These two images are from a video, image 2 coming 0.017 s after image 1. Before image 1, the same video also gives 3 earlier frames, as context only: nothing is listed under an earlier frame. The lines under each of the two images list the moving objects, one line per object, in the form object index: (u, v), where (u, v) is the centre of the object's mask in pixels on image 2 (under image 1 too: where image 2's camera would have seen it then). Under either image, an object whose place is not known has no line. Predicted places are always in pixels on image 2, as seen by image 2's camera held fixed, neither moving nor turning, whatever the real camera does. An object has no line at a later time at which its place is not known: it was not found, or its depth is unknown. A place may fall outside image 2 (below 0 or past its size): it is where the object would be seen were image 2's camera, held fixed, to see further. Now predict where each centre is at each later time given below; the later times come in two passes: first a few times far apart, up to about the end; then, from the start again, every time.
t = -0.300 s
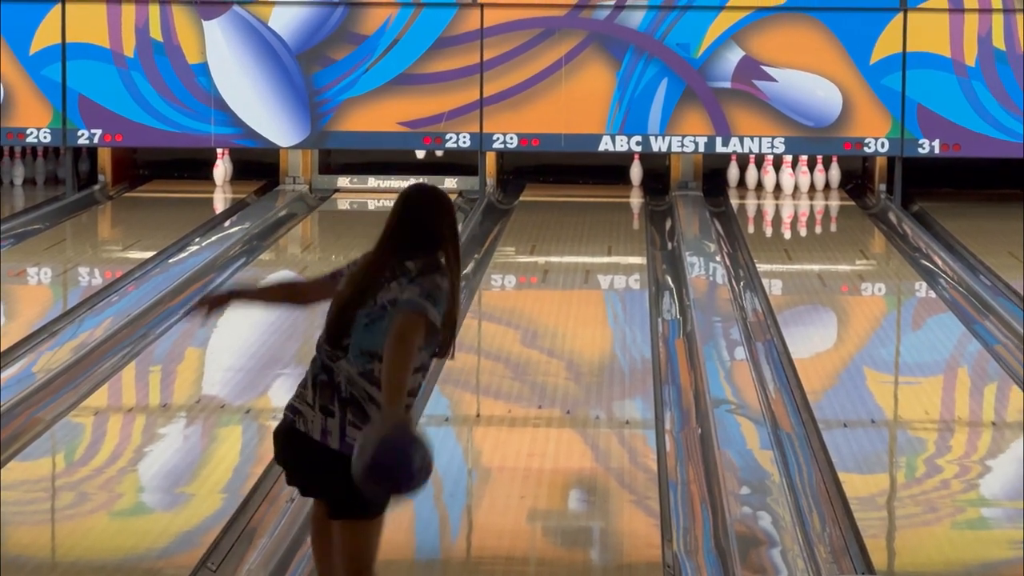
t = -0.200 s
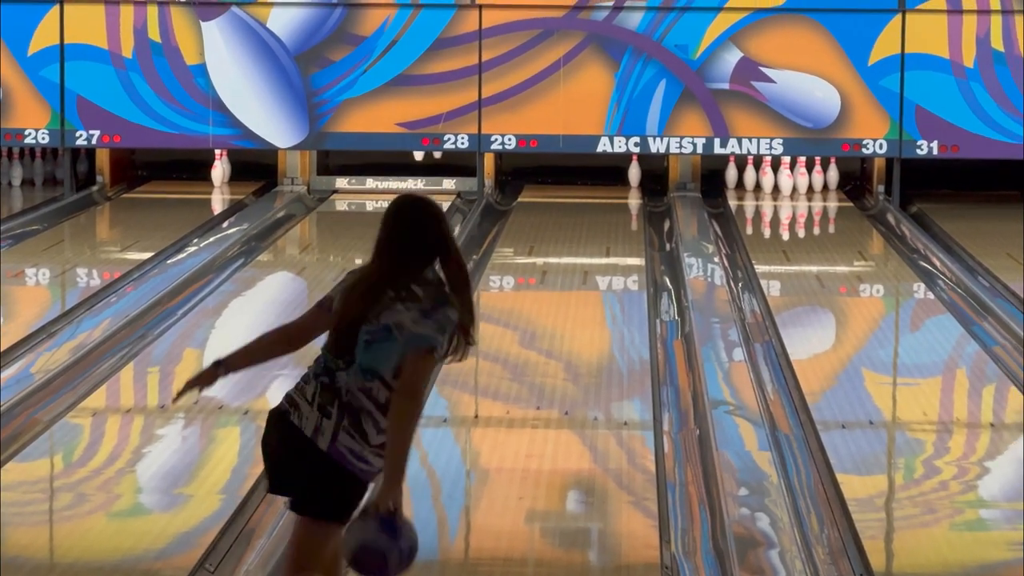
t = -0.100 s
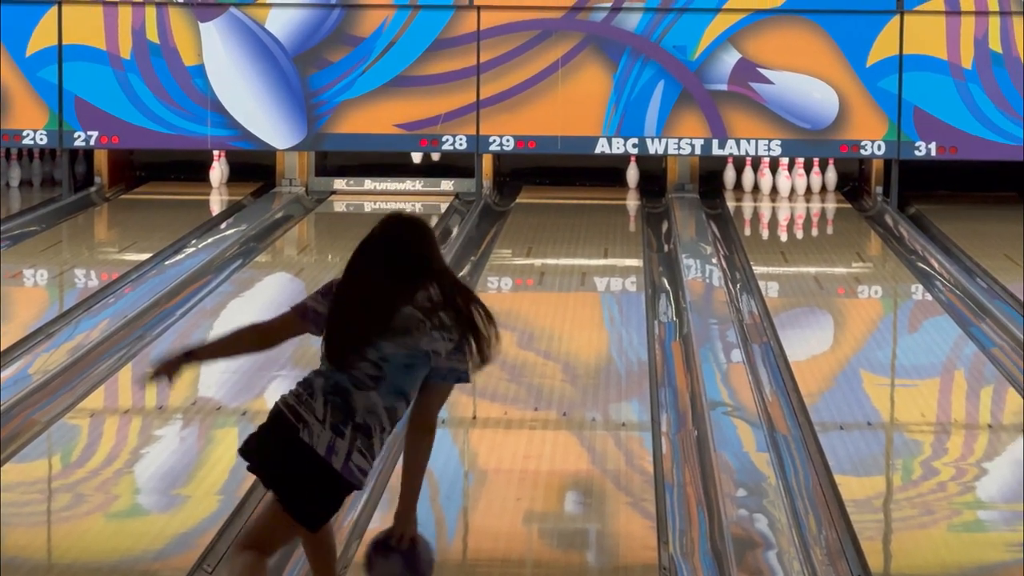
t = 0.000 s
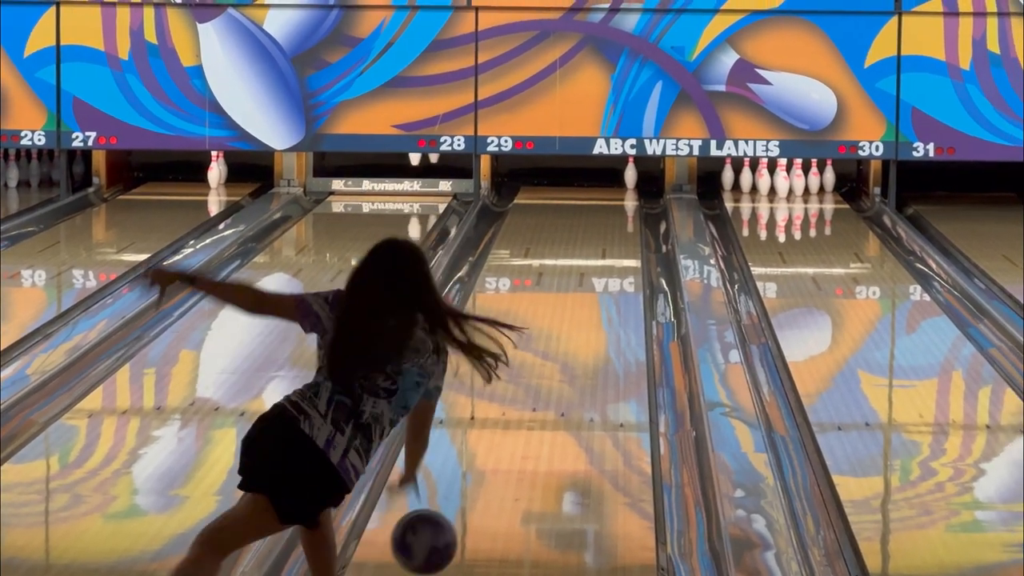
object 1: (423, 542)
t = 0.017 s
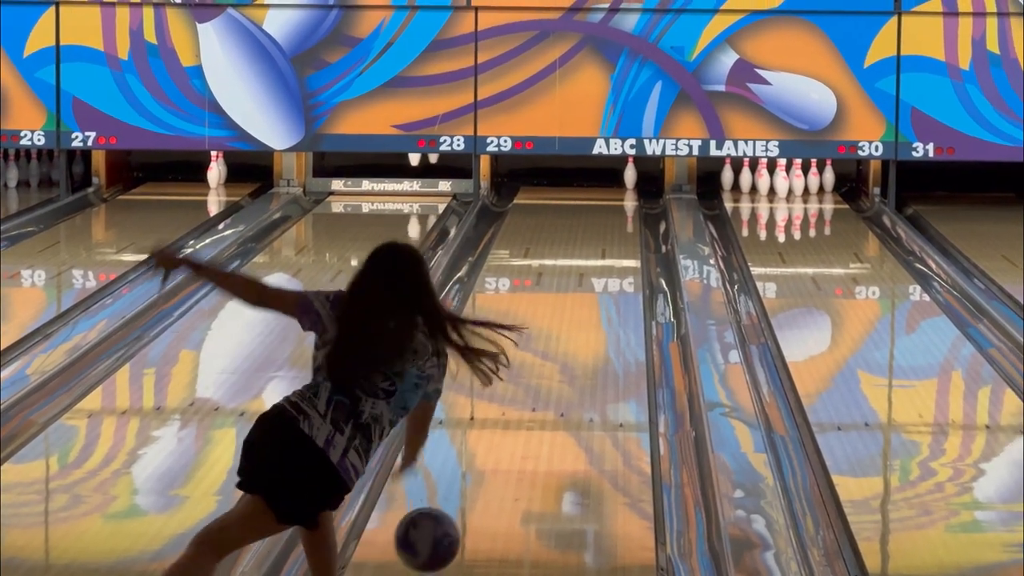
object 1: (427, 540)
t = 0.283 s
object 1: (478, 478)
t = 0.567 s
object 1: (516, 410)
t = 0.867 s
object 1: (547, 356)
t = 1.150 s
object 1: (567, 314)
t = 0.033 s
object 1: (431, 539)
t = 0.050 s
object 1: (434, 538)
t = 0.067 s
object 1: (438, 539)
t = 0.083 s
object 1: (441, 540)
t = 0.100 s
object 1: (445, 535)
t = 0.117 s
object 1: (448, 528)
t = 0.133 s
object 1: (452, 523)
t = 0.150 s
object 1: (455, 517)
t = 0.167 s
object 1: (458, 513)
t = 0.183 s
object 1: (461, 508)
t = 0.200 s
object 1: (464, 503)
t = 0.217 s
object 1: (467, 498)
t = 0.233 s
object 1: (470, 493)
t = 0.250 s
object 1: (473, 488)
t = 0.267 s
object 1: (475, 483)
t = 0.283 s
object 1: (478, 478)
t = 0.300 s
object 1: (480, 474)
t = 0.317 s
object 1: (483, 469)
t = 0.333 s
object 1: (485, 465)
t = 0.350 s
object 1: (488, 460)
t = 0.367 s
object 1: (490, 456)
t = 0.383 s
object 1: (493, 452)
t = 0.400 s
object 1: (496, 447)
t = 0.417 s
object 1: (498, 443)
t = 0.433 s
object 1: (500, 439)
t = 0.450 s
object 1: (502, 435)
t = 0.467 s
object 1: (504, 432)
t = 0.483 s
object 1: (506, 428)
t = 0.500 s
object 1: (508, 424)
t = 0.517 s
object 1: (510, 420)
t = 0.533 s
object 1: (512, 417)
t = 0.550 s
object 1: (514, 413)
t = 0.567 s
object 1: (516, 410)
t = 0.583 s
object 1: (518, 407)
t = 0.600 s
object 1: (520, 403)
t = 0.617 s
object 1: (522, 400)
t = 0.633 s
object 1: (524, 397)
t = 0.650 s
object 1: (526, 393)
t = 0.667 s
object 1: (528, 390)
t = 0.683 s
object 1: (529, 387)
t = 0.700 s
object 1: (531, 384)
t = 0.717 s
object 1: (533, 381)
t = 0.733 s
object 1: (534, 378)
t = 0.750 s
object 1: (536, 375)
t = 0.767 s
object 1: (537, 372)
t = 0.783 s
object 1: (539, 369)
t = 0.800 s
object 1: (540, 366)
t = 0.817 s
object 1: (542, 364)
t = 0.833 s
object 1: (544, 361)
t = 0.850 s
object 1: (545, 358)
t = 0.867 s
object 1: (547, 356)
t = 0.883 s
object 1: (548, 353)
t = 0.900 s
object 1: (549, 350)
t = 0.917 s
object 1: (550, 347)
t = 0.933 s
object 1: (552, 345)
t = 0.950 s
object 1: (553, 342)
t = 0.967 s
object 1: (554, 340)
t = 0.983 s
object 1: (555, 337)
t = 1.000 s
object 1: (556, 335)
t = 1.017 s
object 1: (557, 333)
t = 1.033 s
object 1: (559, 330)
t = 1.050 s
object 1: (560, 328)
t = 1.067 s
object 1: (561, 325)
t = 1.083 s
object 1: (563, 323)
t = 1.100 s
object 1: (564, 321)
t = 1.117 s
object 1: (565, 318)
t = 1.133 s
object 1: (566, 316)
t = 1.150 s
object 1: (567, 314)
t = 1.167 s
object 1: (568, 312)
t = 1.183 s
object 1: (569, 310)
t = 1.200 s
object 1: (570, 308)
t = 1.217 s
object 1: (571, 306)
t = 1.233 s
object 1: (573, 304)
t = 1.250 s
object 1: (573, 302)
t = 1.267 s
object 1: (575, 300)
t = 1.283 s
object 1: (576, 298)
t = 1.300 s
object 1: (577, 296)
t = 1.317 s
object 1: (578, 294)
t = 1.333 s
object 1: (579, 292)
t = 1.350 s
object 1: (579, 290)
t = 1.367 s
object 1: (581, 288)
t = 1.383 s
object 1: (581, 286)
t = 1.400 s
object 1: (582, 284)
